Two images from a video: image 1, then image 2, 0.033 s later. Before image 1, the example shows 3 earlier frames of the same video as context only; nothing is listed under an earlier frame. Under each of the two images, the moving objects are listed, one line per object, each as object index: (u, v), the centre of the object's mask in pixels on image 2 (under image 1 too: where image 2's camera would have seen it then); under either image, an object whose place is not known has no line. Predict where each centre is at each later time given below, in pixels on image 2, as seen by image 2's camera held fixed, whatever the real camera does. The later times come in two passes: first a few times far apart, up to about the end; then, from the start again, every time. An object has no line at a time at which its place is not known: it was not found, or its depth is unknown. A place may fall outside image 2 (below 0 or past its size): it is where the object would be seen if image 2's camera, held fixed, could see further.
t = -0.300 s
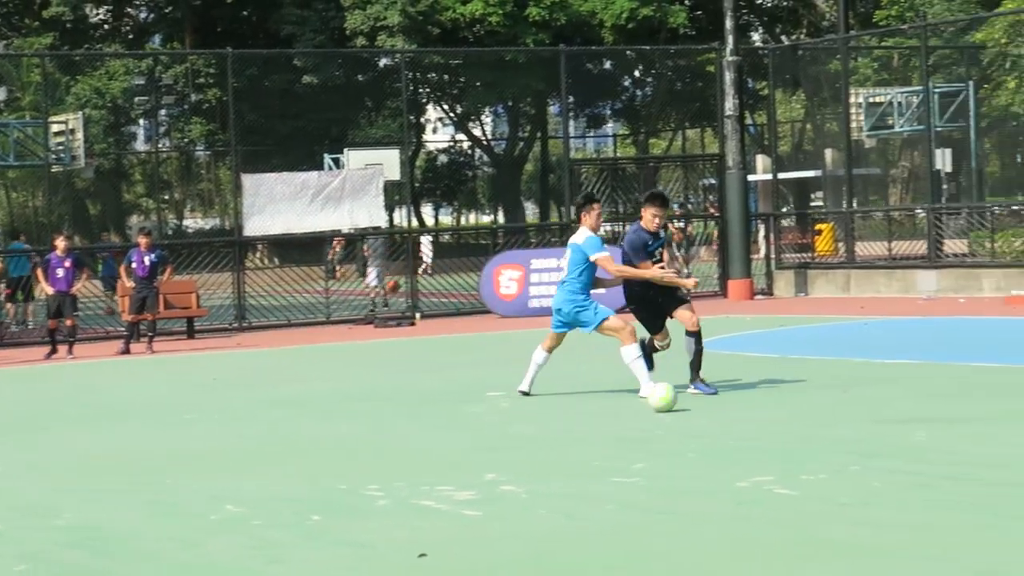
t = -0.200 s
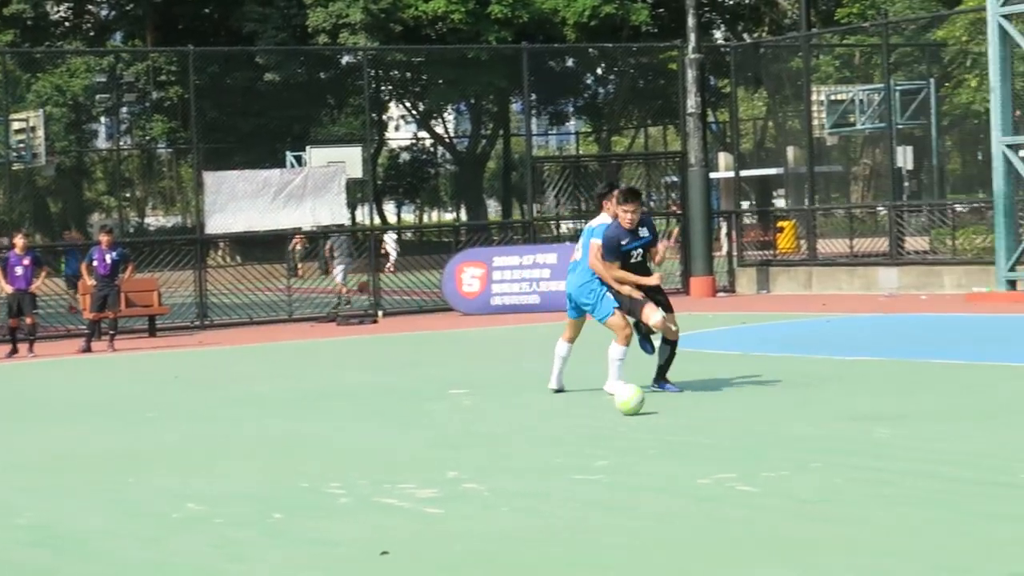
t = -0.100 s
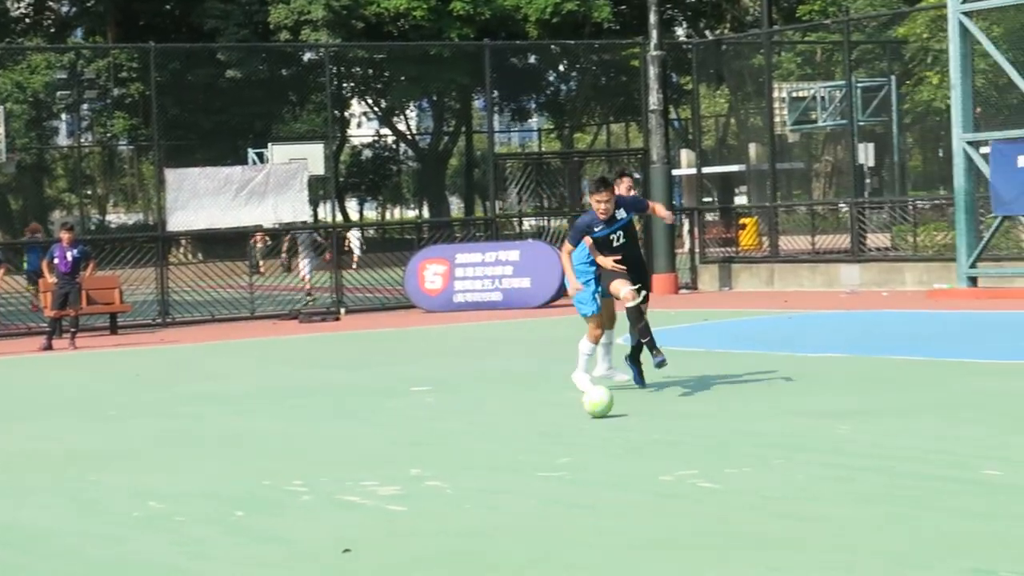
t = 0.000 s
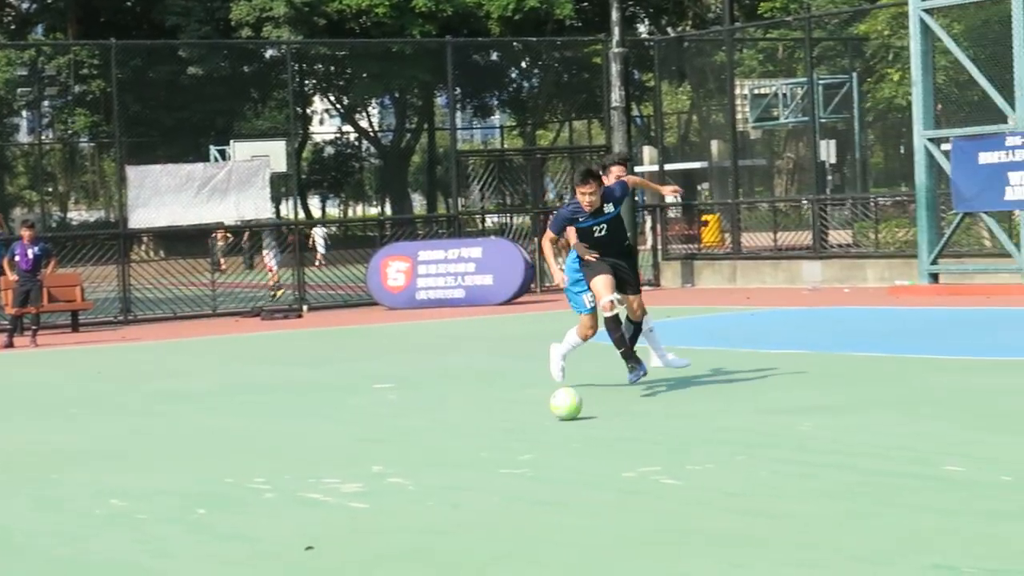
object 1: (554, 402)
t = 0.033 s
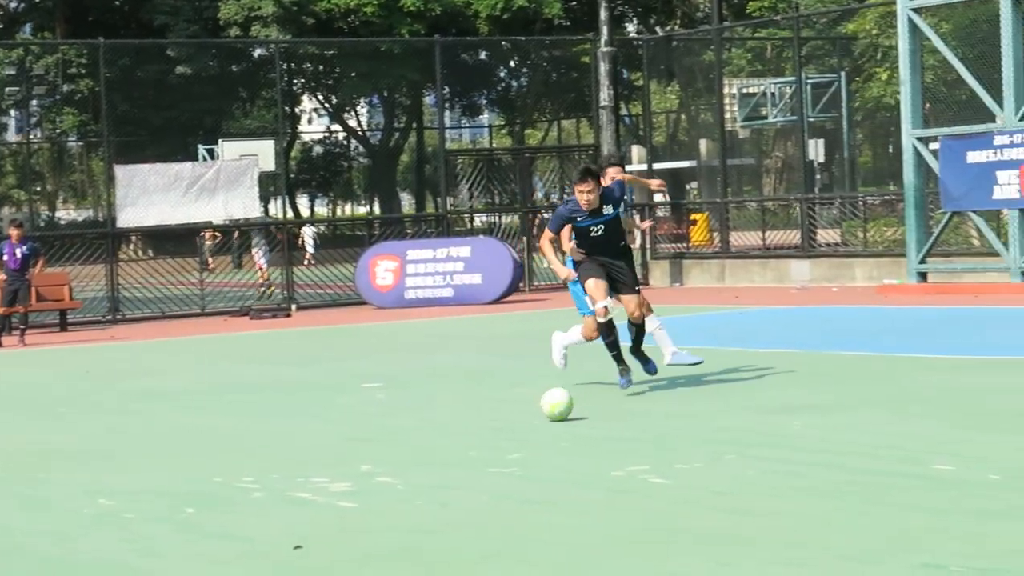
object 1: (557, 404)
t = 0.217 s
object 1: (569, 417)
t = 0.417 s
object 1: (583, 434)
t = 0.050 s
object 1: (557, 405)
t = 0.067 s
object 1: (558, 407)
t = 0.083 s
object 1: (559, 408)
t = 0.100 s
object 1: (561, 409)
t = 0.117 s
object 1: (562, 410)
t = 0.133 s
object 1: (563, 412)
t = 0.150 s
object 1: (564, 413)
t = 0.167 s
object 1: (566, 414)
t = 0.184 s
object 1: (566, 415)
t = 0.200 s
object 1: (567, 416)
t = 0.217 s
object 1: (569, 417)
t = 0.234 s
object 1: (570, 419)
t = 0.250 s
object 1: (571, 420)
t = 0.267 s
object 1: (572, 421)
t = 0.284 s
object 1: (573, 422)
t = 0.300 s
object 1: (574, 424)
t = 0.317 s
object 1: (576, 425)
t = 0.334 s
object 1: (577, 427)
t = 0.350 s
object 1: (578, 428)
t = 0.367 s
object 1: (579, 429)
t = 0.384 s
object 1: (580, 431)
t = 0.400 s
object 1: (582, 432)
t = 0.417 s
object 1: (583, 434)
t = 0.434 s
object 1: (584, 435)
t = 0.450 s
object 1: (586, 436)
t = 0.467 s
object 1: (587, 438)
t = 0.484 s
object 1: (588, 439)
